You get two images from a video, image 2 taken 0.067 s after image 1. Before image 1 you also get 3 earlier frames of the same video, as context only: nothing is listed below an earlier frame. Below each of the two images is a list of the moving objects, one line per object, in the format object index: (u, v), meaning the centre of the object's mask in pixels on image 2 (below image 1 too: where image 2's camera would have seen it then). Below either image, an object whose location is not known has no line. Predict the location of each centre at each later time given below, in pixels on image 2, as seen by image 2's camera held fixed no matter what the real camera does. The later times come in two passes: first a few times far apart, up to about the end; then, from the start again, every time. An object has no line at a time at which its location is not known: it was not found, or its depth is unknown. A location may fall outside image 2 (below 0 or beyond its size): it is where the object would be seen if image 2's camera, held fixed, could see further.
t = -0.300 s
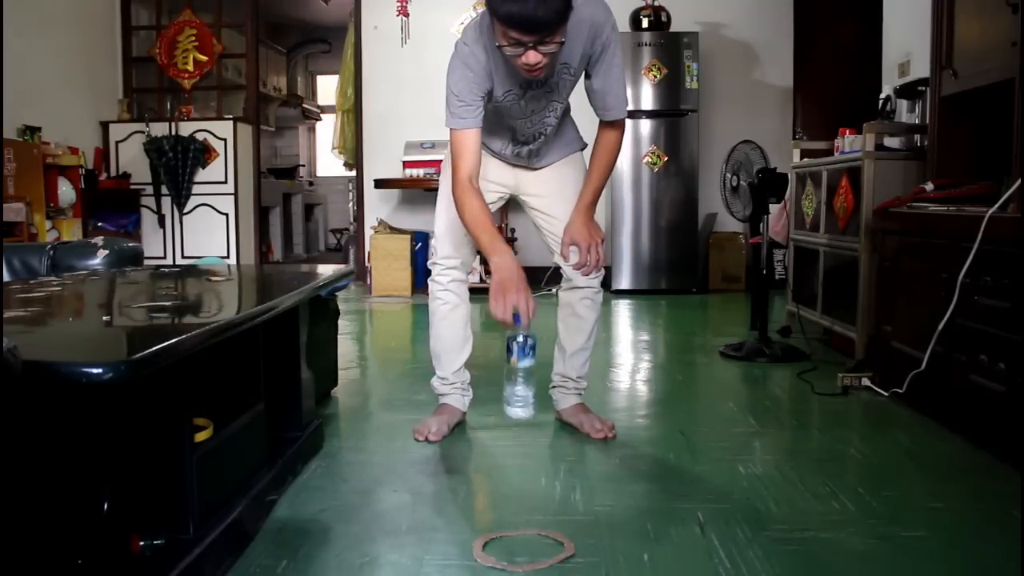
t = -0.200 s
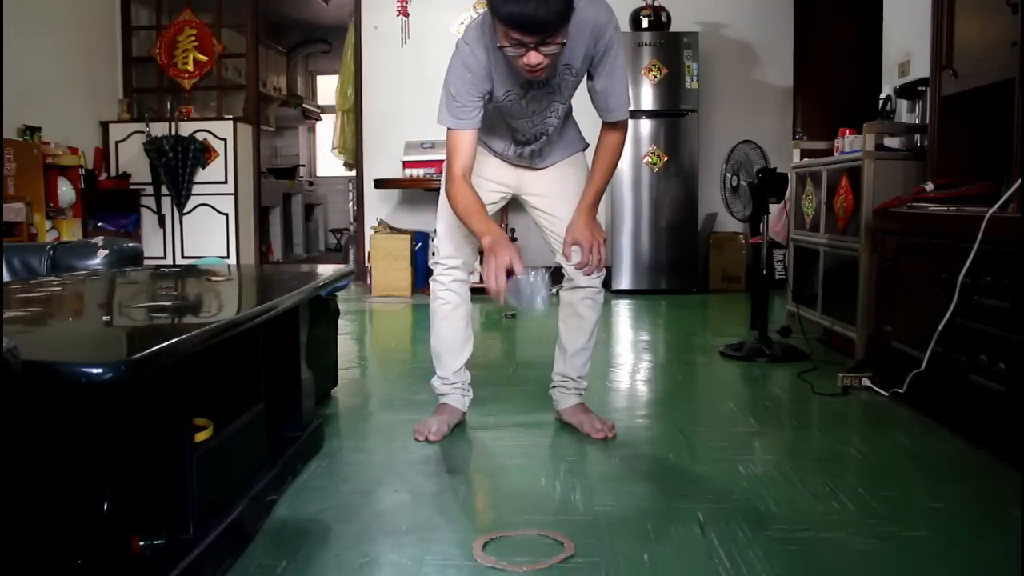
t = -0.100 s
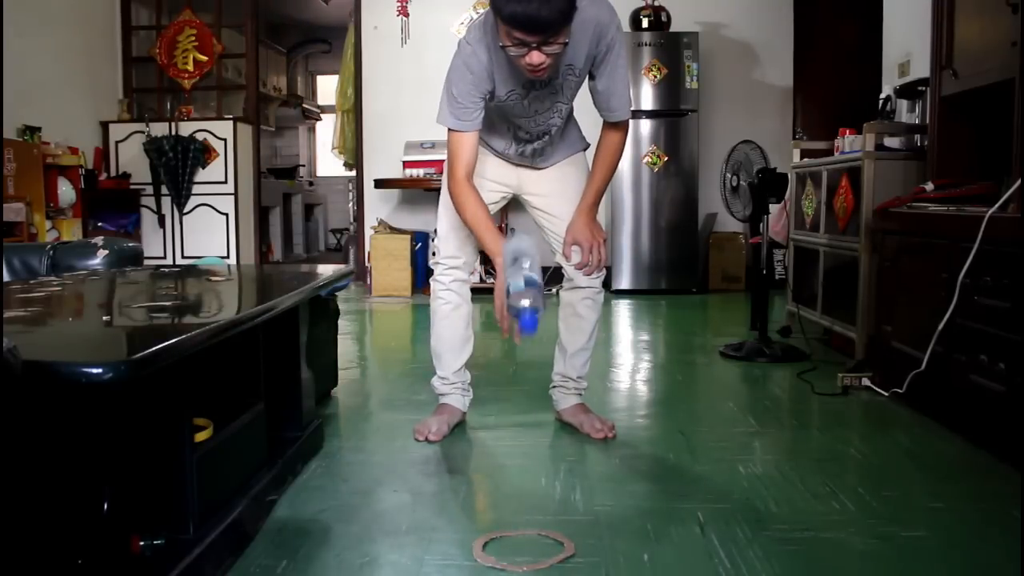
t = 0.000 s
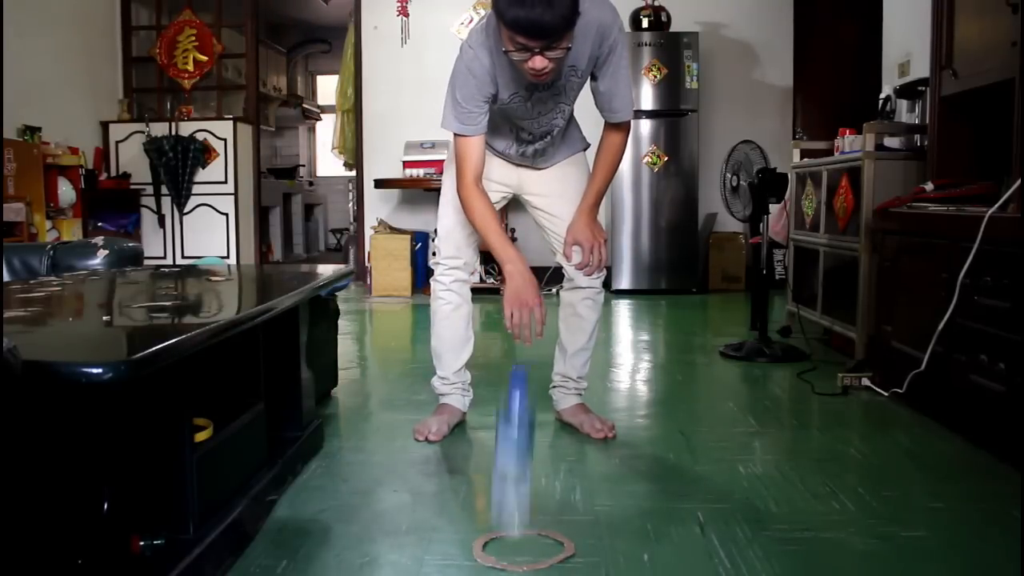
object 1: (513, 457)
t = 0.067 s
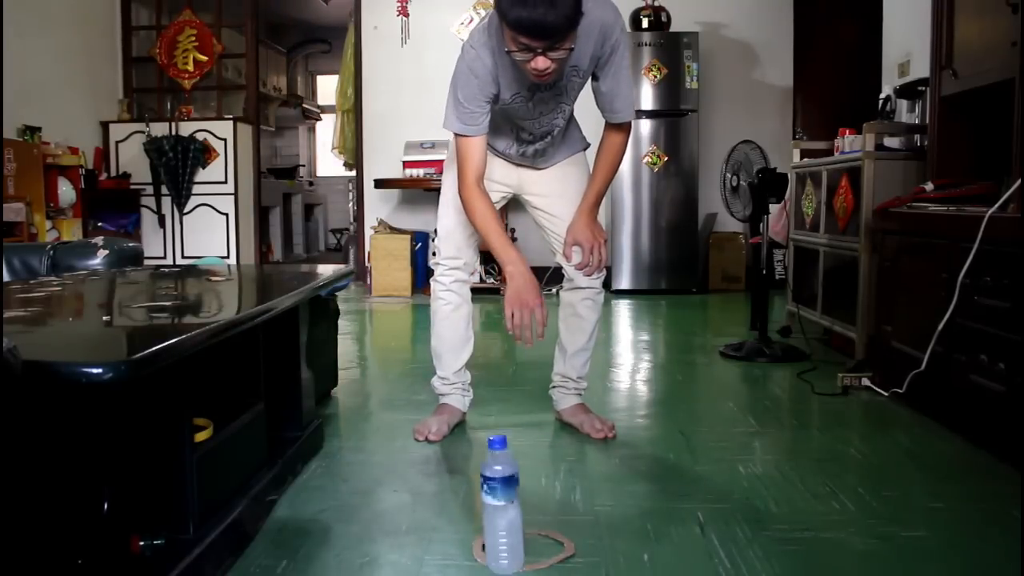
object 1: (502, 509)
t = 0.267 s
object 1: (503, 511)
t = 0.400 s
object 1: (505, 511)
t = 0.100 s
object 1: (500, 511)
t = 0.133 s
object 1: (500, 512)
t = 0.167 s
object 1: (504, 512)
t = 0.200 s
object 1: (507, 511)
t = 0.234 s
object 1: (505, 512)
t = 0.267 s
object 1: (503, 511)
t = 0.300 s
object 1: (505, 511)
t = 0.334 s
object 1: (506, 511)
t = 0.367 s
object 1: (505, 511)
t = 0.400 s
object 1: (505, 511)
